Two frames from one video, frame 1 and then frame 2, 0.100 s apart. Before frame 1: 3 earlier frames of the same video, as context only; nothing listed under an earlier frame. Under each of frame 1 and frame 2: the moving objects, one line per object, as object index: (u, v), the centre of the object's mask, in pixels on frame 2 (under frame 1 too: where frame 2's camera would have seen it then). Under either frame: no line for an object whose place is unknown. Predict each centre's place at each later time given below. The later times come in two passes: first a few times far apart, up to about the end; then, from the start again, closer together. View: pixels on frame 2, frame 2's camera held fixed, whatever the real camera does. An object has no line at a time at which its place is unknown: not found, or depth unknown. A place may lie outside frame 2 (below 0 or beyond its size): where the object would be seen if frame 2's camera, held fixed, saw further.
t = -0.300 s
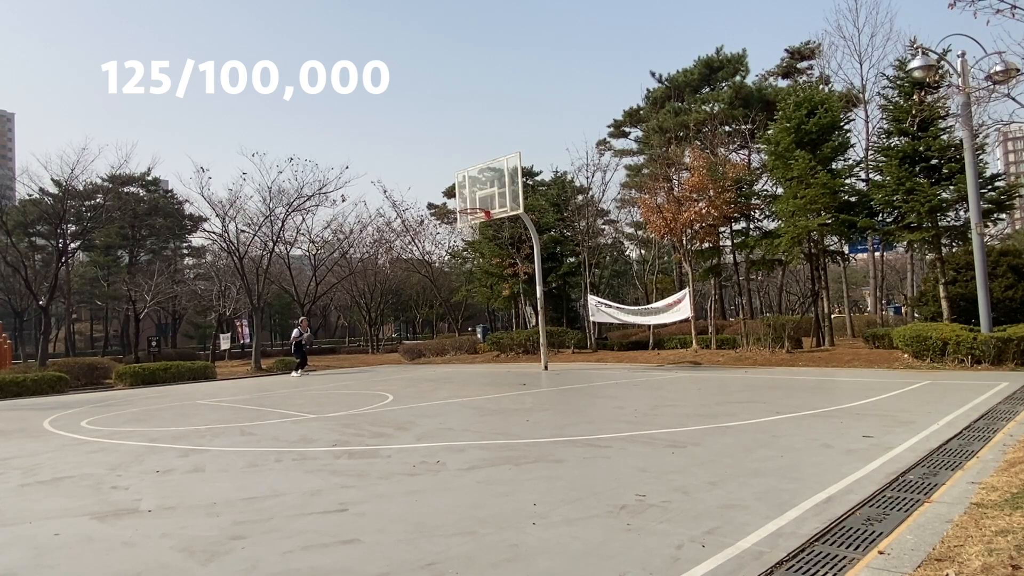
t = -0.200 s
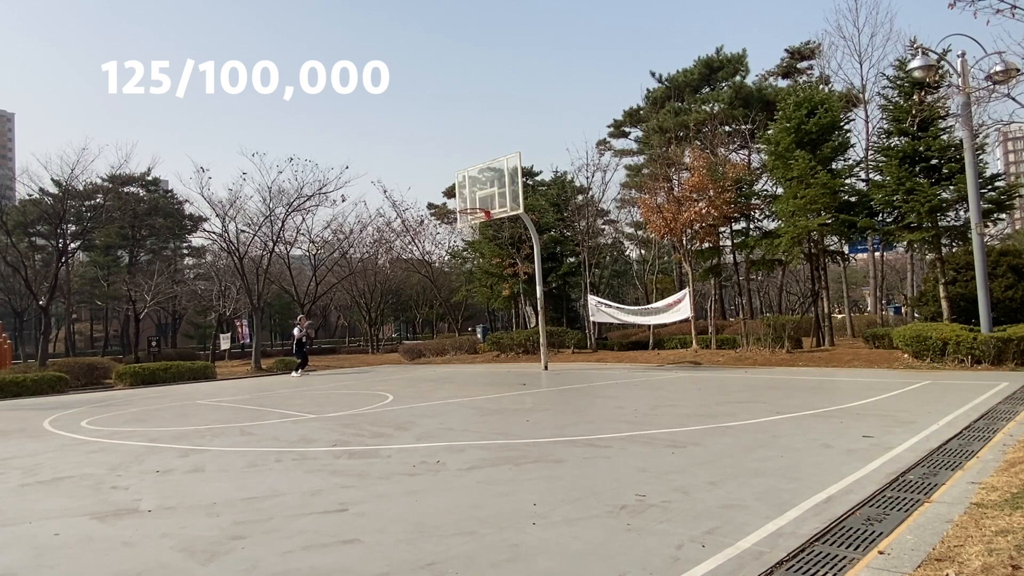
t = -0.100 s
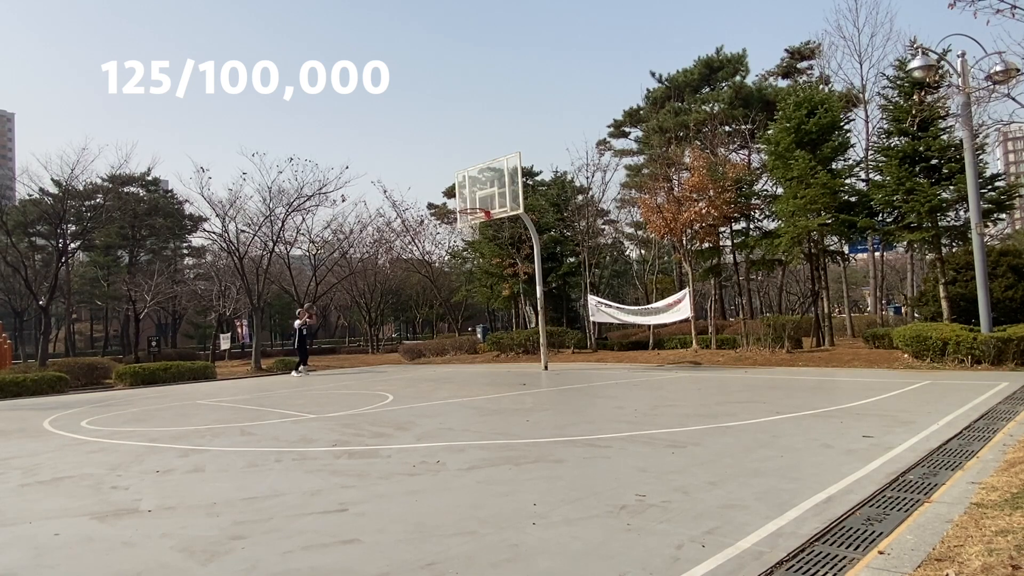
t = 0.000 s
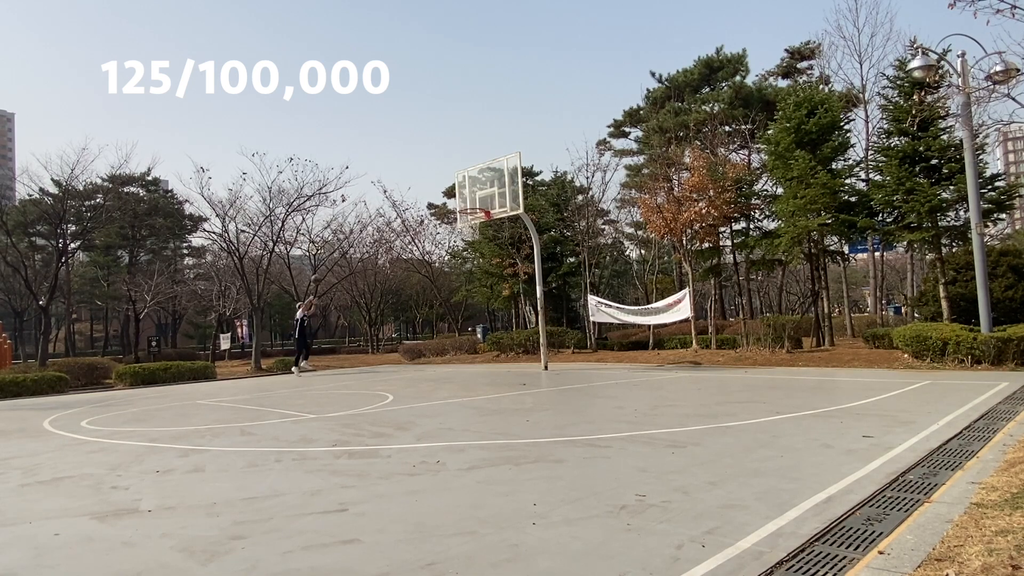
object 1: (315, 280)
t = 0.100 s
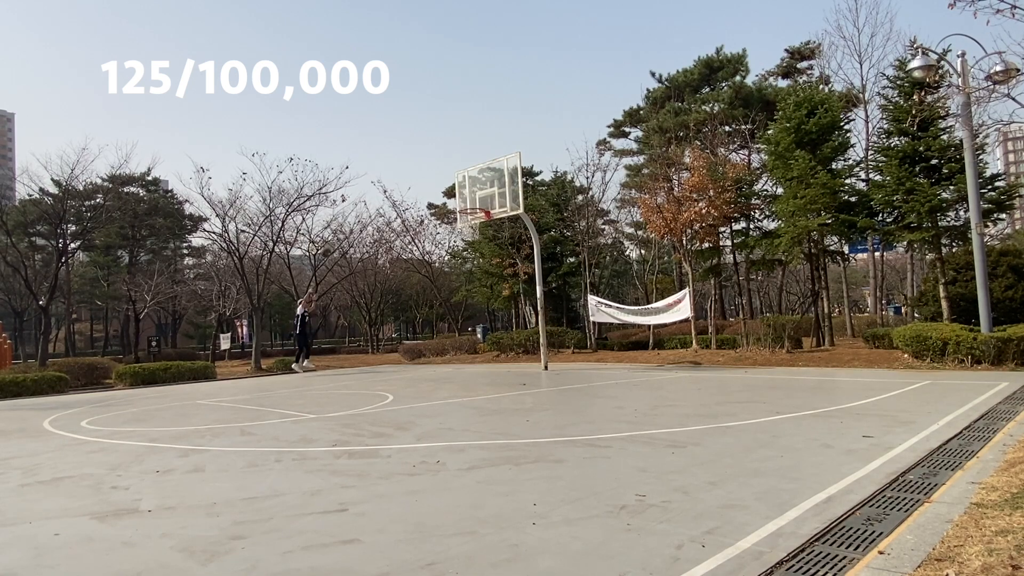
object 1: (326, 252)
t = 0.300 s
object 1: (345, 207)
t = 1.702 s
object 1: (492, 269)
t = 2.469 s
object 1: (488, 273)
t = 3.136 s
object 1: (472, 328)
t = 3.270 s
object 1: (472, 367)
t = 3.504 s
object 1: (468, 322)
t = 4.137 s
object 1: (469, 321)
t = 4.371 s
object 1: (472, 368)
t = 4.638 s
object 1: (470, 325)
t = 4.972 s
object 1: (471, 320)
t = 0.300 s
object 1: (345, 207)
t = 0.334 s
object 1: (349, 201)
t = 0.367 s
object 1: (352, 195)
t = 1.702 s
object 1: (492, 269)
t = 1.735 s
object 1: (493, 276)
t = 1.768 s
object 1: (495, 285)
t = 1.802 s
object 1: (496, 294)
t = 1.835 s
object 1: (497, 306)
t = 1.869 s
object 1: (499, 317)
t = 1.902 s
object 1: (501, 327)
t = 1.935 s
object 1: (501, 337)
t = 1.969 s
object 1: (504, 351)
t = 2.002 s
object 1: (506, 364)
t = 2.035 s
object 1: (506, 369)
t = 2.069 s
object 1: (504, 357)
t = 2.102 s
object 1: (502, 346)
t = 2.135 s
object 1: (500, 336)
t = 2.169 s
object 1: (499, 327)
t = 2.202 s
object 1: (498, 319)
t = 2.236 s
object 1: (496, 310)
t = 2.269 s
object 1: (495, 303)
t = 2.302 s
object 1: (493, 296)
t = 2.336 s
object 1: (492, 290)
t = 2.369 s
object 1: (490, 284)
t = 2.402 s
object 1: (489, 280)
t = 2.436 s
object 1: (488, 276)
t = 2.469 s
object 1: (488, 273)
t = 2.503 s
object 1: (486, 270)
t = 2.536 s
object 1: (485, 267)
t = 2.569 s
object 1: (483, 265)
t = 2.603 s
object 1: (483, 264)
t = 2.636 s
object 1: (482, 264)
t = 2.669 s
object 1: (481, 264)
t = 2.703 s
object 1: (481, 265)
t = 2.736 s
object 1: (480, 266)
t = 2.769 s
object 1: (479, 268)
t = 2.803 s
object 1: (477, 271)
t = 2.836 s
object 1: (476, 274)
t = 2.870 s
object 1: (475, 278)
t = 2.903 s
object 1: (475, 283)
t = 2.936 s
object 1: (475, 287)
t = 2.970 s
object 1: (474, 292)
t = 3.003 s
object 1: (473, 298)
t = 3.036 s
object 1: (472, 305)
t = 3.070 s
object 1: (473, 313)
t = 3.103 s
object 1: (472, 320)
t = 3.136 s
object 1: (472, 328)
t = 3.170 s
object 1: (472, 336)
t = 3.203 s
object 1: (472, 347)
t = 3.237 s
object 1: (472, 356)
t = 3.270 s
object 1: (472, 367)
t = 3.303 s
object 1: (471, 366)
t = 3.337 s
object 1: (471, 357)
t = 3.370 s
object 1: (471, 348)
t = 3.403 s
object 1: (470, 344)
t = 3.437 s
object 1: (469, 334)
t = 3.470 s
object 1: (469, 327)
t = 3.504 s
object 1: (468, 322)
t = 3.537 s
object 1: (468, 317)
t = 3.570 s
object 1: (468, 312)
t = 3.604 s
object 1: (468, 308)
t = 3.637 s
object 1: (467, 304)
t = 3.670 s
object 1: (466, 301)
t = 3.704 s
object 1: (467, 299)
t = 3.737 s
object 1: (467, 298)
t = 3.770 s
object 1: (467, 297)
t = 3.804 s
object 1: (467, 296)
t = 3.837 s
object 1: (467, 296)
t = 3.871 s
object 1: (467, 297)
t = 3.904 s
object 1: (467, 298)
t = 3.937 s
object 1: (467, 299)
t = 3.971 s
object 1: (467, 301)
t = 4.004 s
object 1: (467, 304)
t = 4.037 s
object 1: (467, 308)
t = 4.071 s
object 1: (468, 312)
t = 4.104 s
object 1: (468, 316)
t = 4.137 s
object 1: (469, 321)
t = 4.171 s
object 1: (469, 327)
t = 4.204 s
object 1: (469, 332)
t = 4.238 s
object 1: (469, 338)
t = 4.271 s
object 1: (471, 347)
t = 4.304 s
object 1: (471, 354)
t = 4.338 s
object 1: (471, 362)
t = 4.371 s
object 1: (472, 368)
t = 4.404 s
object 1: (472, 361)
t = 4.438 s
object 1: (471, 353)
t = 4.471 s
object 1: (471, 348)
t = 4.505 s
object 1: (471, 345)
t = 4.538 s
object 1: (471, 335)
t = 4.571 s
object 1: (470, 332)
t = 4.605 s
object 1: (470, 328)
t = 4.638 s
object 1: (470, 325)
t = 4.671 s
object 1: (470, 321)
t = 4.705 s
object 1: (470, 320)
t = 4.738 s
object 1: (470, 319)
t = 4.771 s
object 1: (470, 316)
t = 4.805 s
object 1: (471, 316)
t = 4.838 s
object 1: (471, 316)
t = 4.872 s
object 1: (471, 316)
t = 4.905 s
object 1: (471, 317)
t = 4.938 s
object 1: (471, 318)
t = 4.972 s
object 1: (471, 320)
